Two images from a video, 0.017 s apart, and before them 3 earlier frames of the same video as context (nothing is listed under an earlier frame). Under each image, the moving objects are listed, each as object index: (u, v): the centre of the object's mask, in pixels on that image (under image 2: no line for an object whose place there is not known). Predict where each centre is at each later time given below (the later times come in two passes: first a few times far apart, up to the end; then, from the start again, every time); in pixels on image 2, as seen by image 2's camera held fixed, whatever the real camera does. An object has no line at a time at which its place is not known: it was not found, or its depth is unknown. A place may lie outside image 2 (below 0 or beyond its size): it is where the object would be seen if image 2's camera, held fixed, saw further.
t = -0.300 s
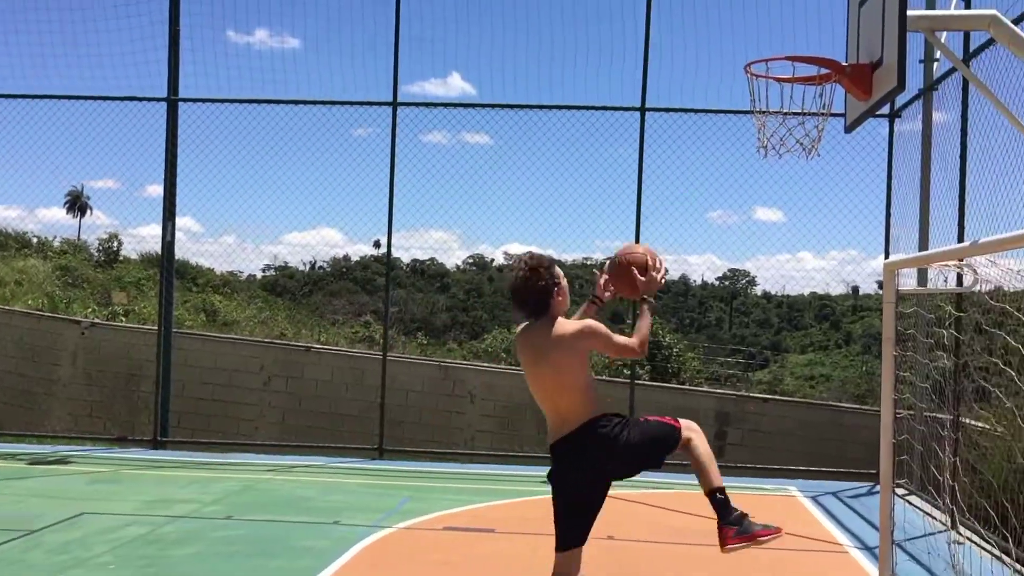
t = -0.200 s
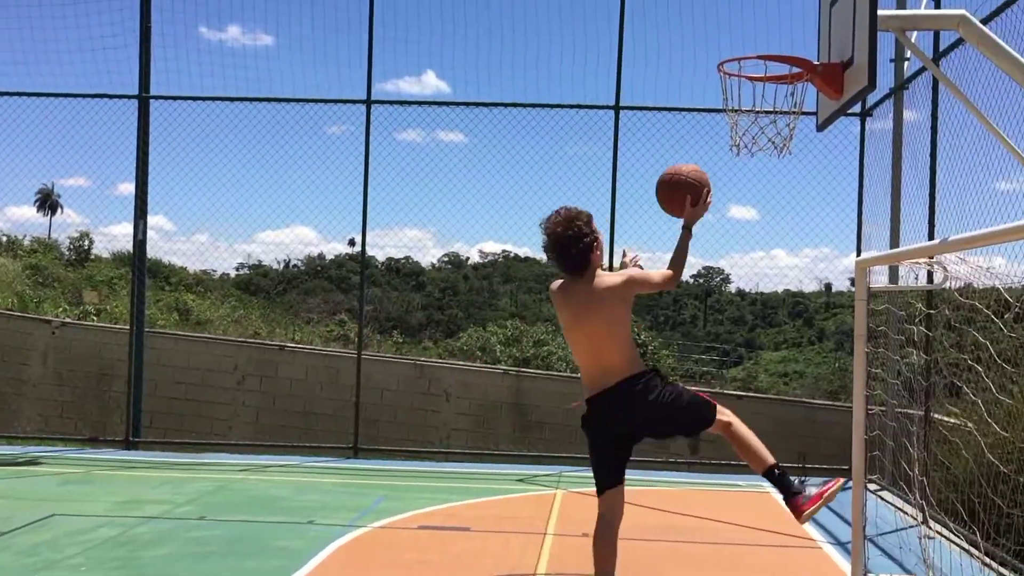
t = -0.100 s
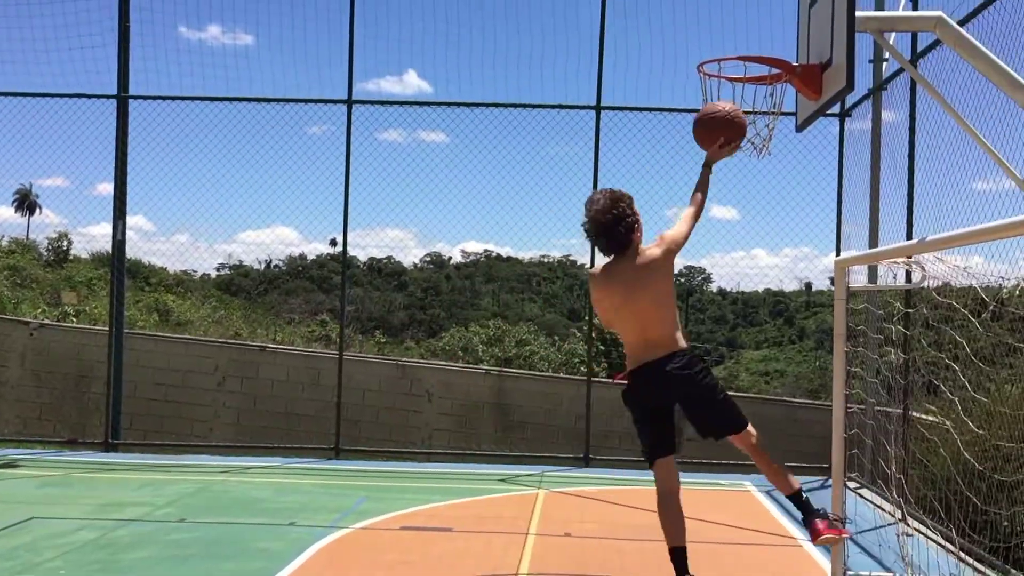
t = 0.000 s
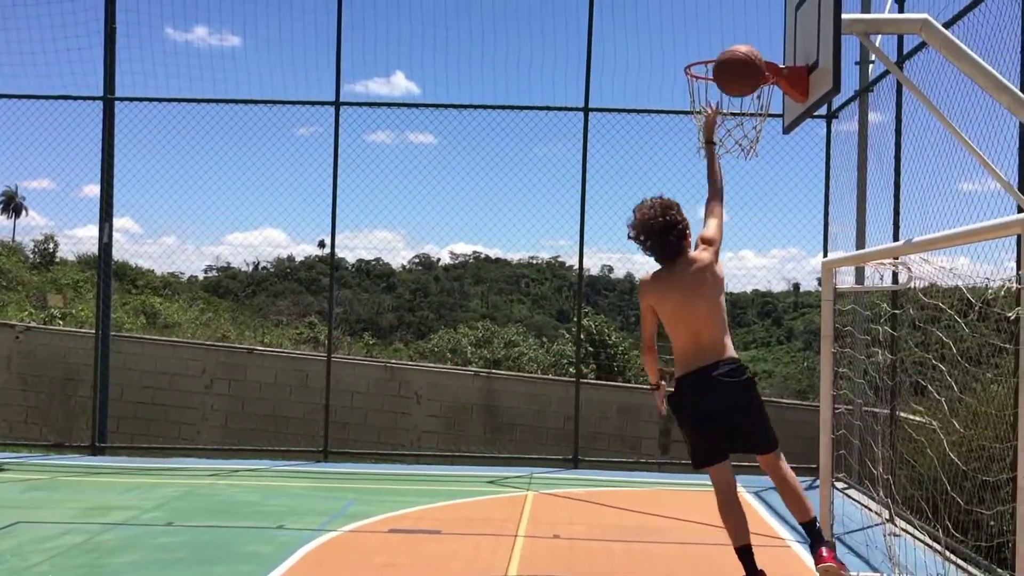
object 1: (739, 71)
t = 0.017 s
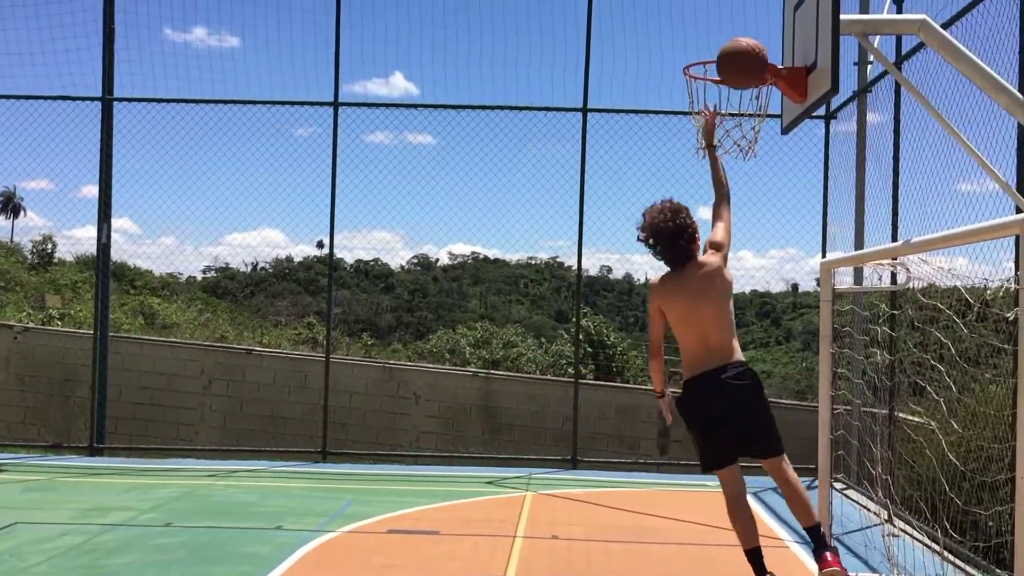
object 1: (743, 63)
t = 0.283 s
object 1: (774, 11)
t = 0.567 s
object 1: (713, 57)
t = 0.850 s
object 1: (729, 125)
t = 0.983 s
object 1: (709, 200)
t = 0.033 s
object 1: (746, 57)
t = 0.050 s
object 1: (751, 50)
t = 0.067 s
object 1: (755, 44)
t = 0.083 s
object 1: (760, 38)
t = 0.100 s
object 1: (764, 33)
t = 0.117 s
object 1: (768, 29)
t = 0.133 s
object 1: (772, 25)
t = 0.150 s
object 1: (776, 22)
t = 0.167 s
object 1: (781, 20)
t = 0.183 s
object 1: (785, 18)
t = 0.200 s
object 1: (789, 17)
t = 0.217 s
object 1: (793, 16)
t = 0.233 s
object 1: (789, 14)
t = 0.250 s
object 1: (784, 13)
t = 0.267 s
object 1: (779, 12)
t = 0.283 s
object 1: (774, 11)
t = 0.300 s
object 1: (770, 11)
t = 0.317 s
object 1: (765, 11)
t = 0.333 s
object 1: (761, 11)
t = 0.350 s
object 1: (756, 12)
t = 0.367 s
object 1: (751, 13)
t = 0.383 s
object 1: (747, 15)
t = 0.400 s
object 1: (742, 18)
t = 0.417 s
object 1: (738, 22)
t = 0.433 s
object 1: (733, 25)
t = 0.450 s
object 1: (728, 30)
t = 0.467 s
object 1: (724, 35)
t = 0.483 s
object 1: (719, 39)
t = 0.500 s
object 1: (715, 45)
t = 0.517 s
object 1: (710, 52)
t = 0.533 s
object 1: (705, 57)
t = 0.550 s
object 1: (708, 58)
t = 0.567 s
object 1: (713, 57)
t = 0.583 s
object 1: (718, 58)
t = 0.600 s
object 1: (722, 60)
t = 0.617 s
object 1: (727, 58)
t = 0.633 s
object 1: (733, 63)
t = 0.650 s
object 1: (737, 68)
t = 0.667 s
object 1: (742, 68)
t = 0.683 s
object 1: (746, 72)
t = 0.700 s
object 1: (751, 77)
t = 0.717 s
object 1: (748, 83)
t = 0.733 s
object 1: (746, 86)
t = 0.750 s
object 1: (745, 88)
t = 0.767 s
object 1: (742, 92)
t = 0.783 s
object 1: (740, 97)
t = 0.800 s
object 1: (737, 103)
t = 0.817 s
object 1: (735, 109)
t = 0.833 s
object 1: (732, 117)
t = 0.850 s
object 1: (729, 125)
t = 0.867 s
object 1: (726, 133)
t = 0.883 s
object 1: (724, 141)
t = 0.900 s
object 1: (722, 149)
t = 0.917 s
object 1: (720, 158)
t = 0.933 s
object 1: (717, 169)
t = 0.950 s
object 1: (714, 178)
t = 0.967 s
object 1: (712, 188)
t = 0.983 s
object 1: (709, 200)
